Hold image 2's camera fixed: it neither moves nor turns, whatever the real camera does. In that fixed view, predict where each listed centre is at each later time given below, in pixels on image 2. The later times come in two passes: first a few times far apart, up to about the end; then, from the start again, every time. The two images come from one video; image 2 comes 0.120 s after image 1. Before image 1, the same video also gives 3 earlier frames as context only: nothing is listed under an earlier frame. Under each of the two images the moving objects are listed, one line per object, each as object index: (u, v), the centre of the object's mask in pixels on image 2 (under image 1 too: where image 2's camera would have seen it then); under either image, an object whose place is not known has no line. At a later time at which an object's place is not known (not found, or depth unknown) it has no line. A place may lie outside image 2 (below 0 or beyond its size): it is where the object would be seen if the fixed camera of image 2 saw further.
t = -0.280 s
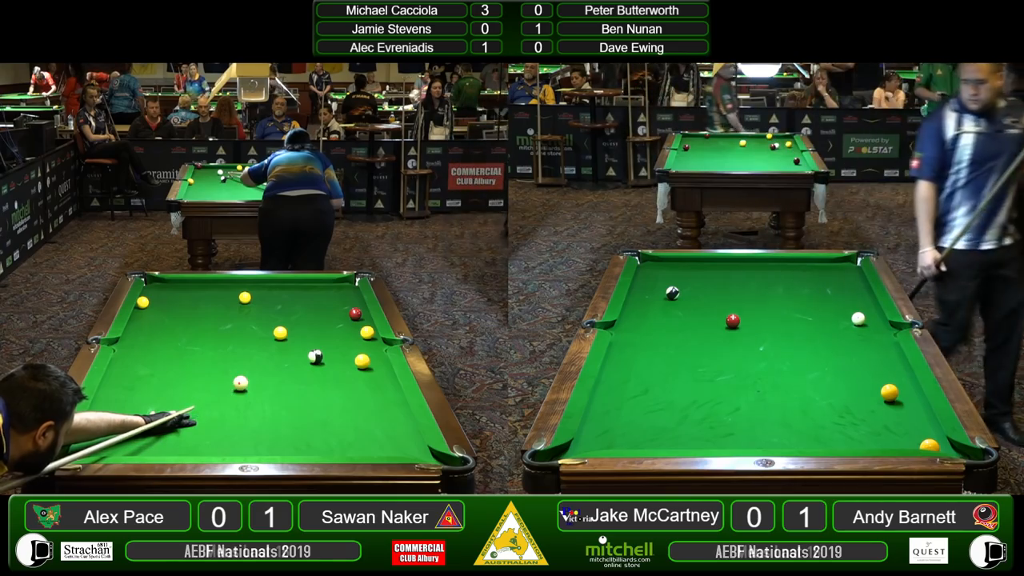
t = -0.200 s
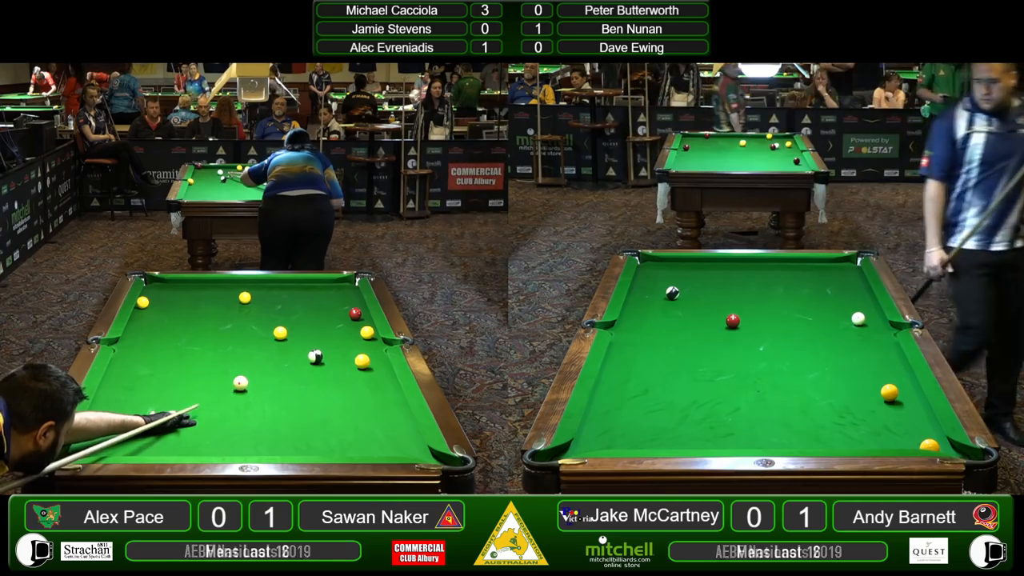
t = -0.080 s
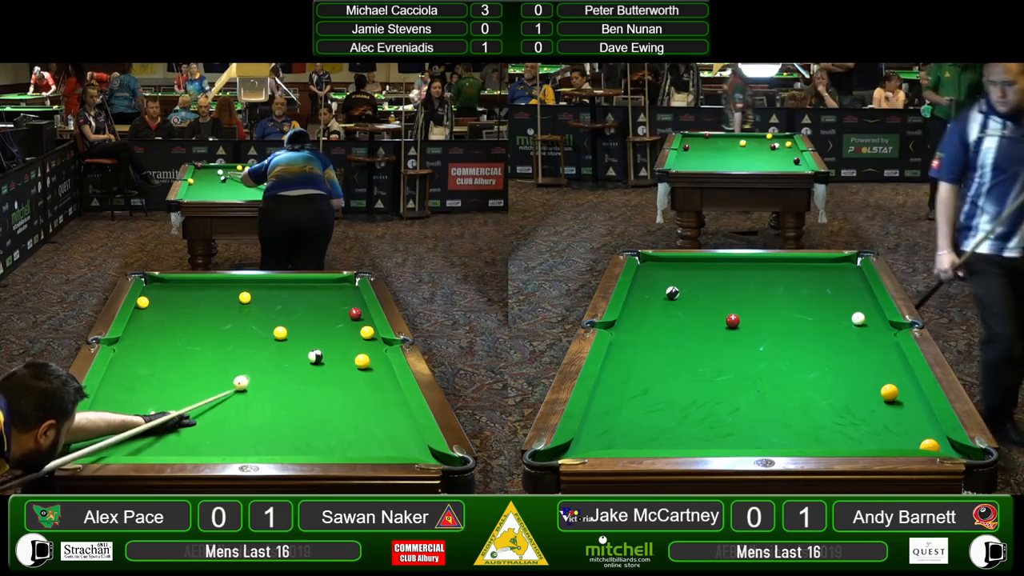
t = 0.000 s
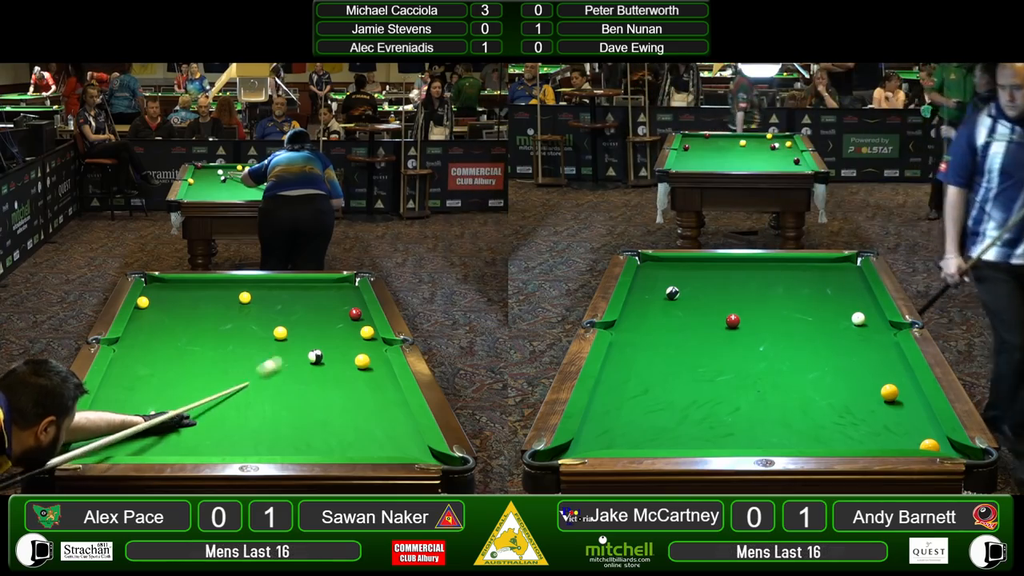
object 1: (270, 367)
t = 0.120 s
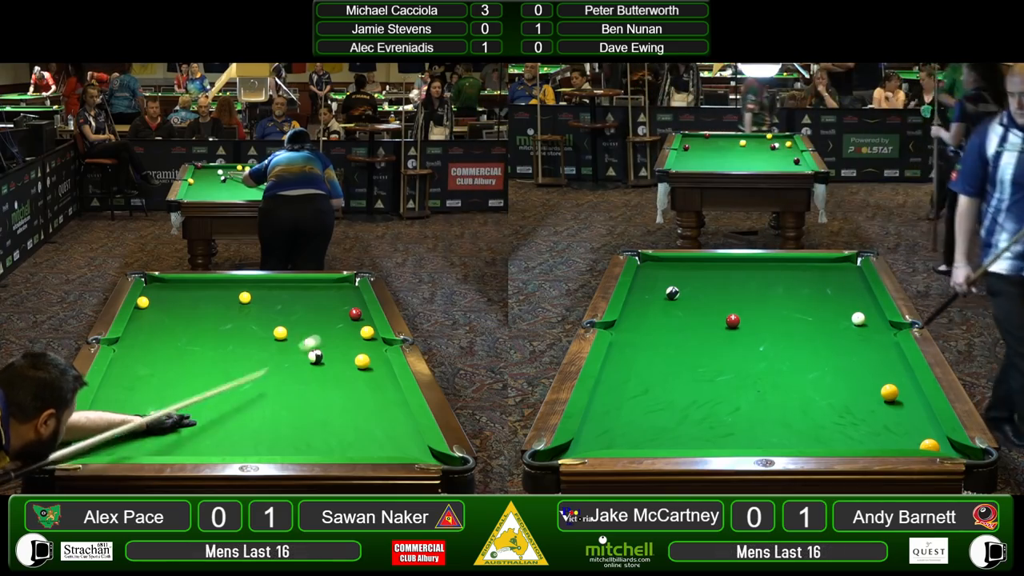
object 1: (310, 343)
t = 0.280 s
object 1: (349, 321)
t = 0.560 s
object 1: (343, 319)
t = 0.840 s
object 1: (311, 321)
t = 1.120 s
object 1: (280, 322)
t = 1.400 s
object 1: (252, 325)
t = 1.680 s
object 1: (225, 327)
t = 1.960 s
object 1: (201, 329)
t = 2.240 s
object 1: (179, 330)
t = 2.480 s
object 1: (162, 331)
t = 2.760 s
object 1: (144, 332)
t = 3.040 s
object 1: (129, 333)
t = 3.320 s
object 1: (134, 334)
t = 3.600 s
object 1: (140, 335)
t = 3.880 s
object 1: (143, 335)
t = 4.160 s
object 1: (145, 335)
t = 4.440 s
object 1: (144, 335)
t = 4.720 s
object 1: (144, 335)
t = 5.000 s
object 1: (144, 335)
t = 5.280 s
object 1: (144, 335)
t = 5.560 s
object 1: (145, 335)
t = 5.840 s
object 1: (145, 335)
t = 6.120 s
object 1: (145, 335)
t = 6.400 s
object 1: (144, 335)
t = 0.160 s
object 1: (321, 336)
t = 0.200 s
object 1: (332, 331)
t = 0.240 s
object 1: (341, 326)
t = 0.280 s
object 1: (349, 321)
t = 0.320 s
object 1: (358, 318)
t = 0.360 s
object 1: (364, 318)
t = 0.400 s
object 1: (362, 318)
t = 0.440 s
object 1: (357, 318)
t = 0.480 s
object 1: (352, 319)
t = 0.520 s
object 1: (347, 319)
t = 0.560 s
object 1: (343, 319)
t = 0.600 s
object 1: (338, 320)
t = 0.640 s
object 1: (333, 320)
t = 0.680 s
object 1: (329, 320)
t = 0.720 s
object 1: (324, 321)
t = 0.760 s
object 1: (319, 321)
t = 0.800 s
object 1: (315, 321)
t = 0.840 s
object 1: (311, 321)
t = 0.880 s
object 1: (306, 322)
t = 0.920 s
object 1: (302, 322)
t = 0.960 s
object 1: (297, 322)
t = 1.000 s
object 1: (293, 322)
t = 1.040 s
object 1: (289, 323)
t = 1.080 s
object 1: (285, 322)
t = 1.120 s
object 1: (280, 322)
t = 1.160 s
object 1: (275, 323)
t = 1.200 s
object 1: (271, 323)
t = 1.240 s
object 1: (268, 324)
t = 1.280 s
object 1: (264, 325)
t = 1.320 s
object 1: (260, 325)
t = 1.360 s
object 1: (256, 325)
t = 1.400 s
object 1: (252, 325)
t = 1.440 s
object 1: (248, 326)
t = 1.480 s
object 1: (244, 326)
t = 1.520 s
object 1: (240, 326)
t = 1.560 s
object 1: (236, 327)
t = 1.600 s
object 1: (233, 327)
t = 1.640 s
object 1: (229, 327)
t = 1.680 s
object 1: (225, 327)
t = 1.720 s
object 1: (222, 328)
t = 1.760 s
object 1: (218, 328)
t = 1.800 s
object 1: (215, 328)
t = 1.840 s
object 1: (211, 328)
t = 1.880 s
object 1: (208, 328)
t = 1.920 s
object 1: (205, 329)
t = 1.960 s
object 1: (201, 329)
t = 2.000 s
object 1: (198, 329)
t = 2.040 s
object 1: (195, 329)
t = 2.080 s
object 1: (191, 329)
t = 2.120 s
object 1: (188, 330)
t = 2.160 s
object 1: (185, 330)
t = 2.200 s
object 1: (182, 330)
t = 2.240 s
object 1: (179, 330)
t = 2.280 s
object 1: (176, 331)
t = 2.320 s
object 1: (173, 331)
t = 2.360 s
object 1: (170, 331)
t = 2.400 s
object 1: (167, 331)
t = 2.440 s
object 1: (165, 331)
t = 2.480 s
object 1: (162, 331)
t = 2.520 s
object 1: (159, 332)
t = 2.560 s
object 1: (157, 332)
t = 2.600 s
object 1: (154, 332)
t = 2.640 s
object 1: (151, 332)
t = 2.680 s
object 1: (149, 332)
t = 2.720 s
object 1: (147, 333)
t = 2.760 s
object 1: (144, 332)
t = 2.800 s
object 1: (142, 333)
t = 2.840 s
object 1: (140, 333)
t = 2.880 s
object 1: (137, 333)
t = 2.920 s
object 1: (135, 333)
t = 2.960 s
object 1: (133, 333)
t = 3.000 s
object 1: (131, 333)
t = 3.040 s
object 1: (129, 333)
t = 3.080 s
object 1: (128, 334)
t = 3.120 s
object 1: (129, 334)
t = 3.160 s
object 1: (130, 334)
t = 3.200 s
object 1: (131, 334)
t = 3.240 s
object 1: (132, 334)
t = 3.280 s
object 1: (133, 334)
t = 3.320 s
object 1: (134, 334)
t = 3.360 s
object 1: (135, 334)
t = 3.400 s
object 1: (136, 334)
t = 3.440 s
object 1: (137, 334)
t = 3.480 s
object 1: (138, 334)
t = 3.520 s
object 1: (138, 334)
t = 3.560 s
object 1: (139, 334)
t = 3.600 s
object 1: (140, 335)
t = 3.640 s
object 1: (141, 335)
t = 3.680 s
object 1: (141, 335)
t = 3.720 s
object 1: (142, 335)
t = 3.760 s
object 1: (142, 335)
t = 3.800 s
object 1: (143, 335)
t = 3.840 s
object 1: (143, 335)
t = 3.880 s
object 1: (143, 335)
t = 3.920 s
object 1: (144, 335)
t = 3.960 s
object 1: (144, 335)
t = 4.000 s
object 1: (144, 335)
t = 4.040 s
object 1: (145, 335)
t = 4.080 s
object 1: (145, 335)
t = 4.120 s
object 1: (145, 335)
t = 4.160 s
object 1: (145, 335)
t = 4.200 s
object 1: (145, 335)
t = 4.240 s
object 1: (145, 335)
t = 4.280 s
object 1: (145, 335)
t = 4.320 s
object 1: (145, 335)
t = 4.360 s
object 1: (145, 335)
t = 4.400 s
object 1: (145, 335)
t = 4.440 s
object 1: (144, 335)
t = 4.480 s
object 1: (145, 335)
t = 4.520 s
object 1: (144, 335)
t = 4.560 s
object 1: (144, 335)
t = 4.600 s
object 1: (145, 335)
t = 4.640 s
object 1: (144, 335)
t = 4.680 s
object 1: (144, 335)
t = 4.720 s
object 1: (144, 335)
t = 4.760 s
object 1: (144, 335)
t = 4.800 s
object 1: (144, 335)
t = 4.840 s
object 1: (144, 335)
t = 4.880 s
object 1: (144, 335)
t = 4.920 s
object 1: (144, 335)
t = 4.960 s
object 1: (144, 335)
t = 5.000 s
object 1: (144, 335)
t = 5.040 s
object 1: (145, 335)
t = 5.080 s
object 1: (144, 335)
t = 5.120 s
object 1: (144, 335)
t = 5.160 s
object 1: (144, 335)
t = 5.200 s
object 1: (144, 335)
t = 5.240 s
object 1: (144, 335)
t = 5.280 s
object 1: (144, 335)
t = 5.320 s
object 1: (144, 335)
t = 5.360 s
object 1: (145, 335)
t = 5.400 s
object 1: (145, 335)
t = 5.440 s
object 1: (145, 335)
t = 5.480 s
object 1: (145, 335)
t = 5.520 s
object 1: (145, 335)
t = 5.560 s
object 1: (145, 335)
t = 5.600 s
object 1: (145, 335)
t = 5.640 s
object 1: (145, 335)
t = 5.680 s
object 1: (145, 335)
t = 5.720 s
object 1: (145, 335)
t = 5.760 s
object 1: (145, 335)
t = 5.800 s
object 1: (145, 335)
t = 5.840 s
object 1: (145, 335)
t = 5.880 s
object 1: (145, 335)
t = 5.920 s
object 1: (145, 335)
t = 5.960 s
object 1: (145, 335)
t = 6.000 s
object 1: (145, 335)
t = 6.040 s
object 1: (145, 335)
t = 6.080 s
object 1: (145, 335)
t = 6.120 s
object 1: (145, 335)
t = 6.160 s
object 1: (145, 335)
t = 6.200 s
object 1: (145, 335)
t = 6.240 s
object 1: (145, 335)
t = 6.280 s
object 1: (144, 335)
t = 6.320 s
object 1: (145, 335)
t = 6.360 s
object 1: (144, 335)
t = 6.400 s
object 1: (144, 335)
